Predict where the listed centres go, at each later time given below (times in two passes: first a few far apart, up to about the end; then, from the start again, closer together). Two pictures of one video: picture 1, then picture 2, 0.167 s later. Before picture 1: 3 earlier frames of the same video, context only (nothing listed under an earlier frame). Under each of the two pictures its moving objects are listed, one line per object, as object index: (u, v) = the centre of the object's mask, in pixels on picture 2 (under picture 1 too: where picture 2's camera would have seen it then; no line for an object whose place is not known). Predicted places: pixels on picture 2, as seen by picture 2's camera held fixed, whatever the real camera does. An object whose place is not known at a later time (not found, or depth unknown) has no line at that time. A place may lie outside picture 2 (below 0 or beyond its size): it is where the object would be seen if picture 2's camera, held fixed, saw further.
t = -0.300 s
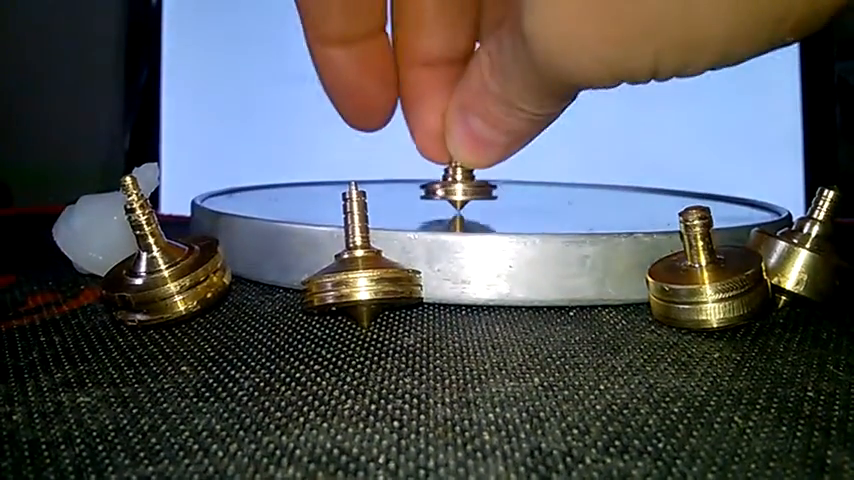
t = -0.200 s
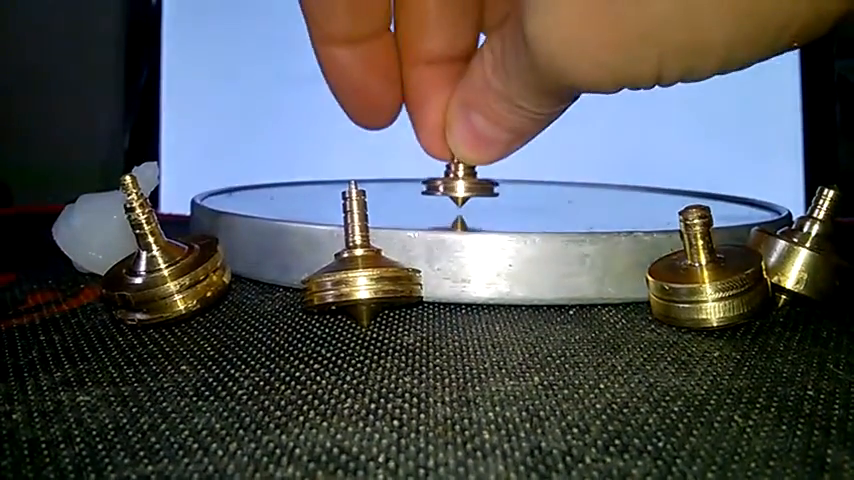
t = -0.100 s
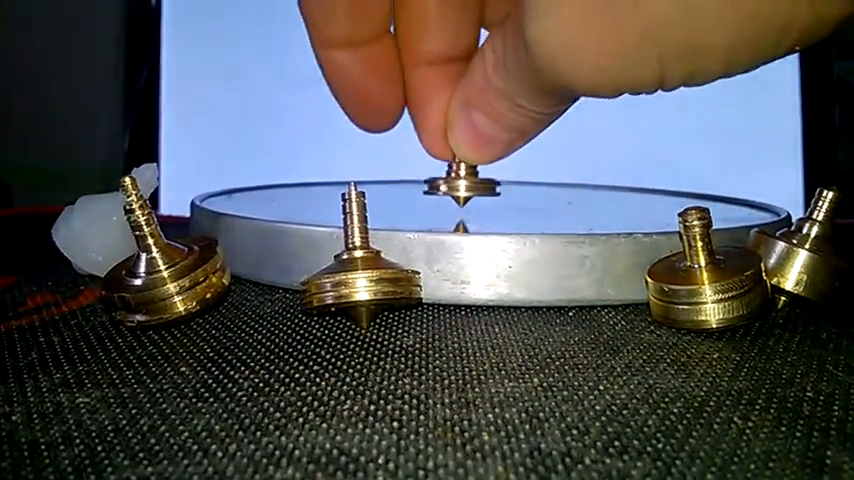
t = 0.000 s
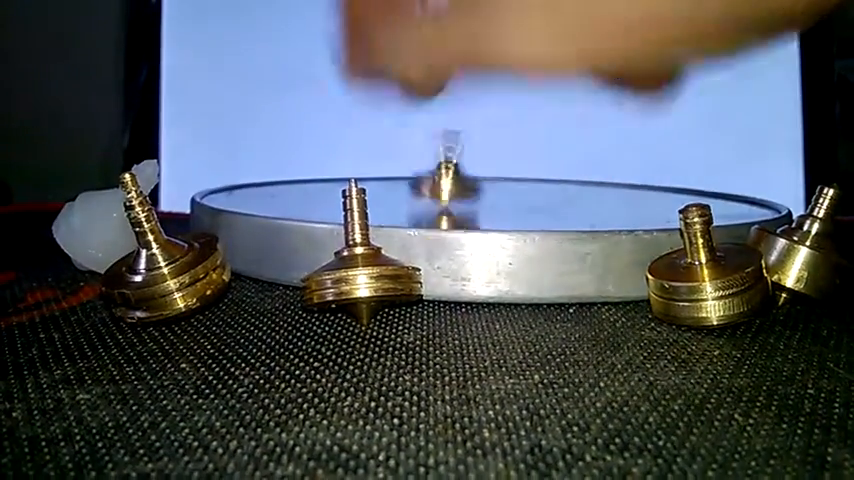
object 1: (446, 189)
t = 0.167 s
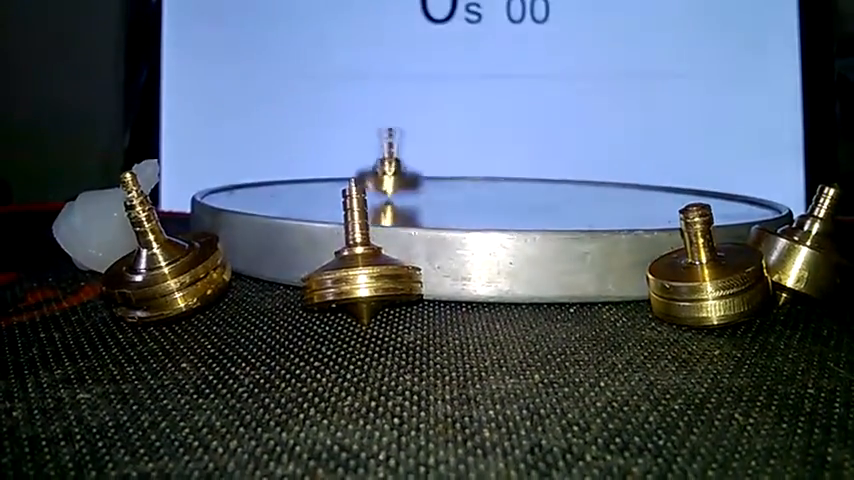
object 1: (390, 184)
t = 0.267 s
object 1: (359, 165)
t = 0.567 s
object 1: (340, 176)
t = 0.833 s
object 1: (331, 179)
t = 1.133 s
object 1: (323, 181)
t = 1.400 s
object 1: (322, 180)
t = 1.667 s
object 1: (320, 181)
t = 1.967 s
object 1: (314, 181)
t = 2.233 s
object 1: (308, 181)
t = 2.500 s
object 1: (307, 180)
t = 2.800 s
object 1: (309, 180)
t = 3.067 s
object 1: (306, 180)
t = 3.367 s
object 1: (300, 180)
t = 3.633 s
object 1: (300, 179)
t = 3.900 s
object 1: (304, 179)
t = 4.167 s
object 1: (306, 178)
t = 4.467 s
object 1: (303, 178)
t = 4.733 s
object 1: (302, 177)
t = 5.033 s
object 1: (309, 176)
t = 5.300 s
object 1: (314, 177)
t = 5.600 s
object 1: (314, 177)
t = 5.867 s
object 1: (315, 177)
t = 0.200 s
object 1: (382, 180)
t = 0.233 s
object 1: (372, 177)
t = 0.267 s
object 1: (359, 165)
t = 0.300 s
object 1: (348, 173)
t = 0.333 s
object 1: (345, 175)
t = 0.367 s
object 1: (345, 175)
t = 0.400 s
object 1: (344, 176)
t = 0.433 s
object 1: (343, 176)
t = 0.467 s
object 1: (343, 176)
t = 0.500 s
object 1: (342, 176)
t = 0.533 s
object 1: (341, 176)
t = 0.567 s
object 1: (340, 176)
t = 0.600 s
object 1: (339, 177)
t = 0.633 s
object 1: (338, 177)
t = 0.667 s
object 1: (337, 177)
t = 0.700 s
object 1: (336, 178)
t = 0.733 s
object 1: (335, 178)
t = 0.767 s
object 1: (334, 179)
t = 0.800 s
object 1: (332, 179)
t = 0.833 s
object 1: (331, 179)
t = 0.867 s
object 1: (330, 180)
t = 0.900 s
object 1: (329, 179)
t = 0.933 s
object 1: (328, 180)
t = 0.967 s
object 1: (327, 180)
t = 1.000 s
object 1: (326, 180)
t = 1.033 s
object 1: (325, 181)
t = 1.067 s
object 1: (324, 181)
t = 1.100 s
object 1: (323, 181)
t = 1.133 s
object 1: (323, 181)
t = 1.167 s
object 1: (322, 180)
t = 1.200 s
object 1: (322, 181)
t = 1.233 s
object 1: (322, 180)
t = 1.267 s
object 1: (322, 180)
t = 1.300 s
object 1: (322, 180)
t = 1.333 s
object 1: (322, 180)
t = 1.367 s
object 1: (322, 180)
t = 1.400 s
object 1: (322, 180)
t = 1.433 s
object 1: (322, 180)
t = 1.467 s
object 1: (321, 180)
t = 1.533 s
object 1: (321, 181)
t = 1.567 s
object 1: (321, 181)
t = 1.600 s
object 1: (321, 181)
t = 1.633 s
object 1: (320, 181)
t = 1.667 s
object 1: (320, 181)
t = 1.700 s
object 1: (319, 181)
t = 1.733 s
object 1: (319, 181)
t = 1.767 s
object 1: (318, 181)
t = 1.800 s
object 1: (318, 181)
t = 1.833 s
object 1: (317, 181)
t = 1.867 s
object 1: (316, 181)
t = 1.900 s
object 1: (316, 181)
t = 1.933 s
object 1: (315, 181)
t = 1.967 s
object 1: (314, 181)
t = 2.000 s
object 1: (313, 181)
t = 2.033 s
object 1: (312, 181)
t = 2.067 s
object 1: (311, 181)
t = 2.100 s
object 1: (311, 181)
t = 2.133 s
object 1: (310, 181)
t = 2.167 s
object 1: (309, 181)
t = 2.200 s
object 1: (308, 181)
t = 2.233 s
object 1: (308, 181)
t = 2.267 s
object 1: (307, 180)
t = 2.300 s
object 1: (307, 180)
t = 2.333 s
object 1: (306, 180)
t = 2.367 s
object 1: (306, 180)
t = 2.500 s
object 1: (307, 180)
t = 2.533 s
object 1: (307, 180)
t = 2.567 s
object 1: (307, 180)
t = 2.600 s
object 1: (308, 180)
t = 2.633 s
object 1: (308, 180)
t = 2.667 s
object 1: (308, 180)
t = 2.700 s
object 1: (308, 180)
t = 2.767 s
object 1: (309, 180)
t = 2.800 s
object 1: (309, 180)
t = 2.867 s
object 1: (308, 180)
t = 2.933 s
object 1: (308, 180)
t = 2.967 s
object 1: (308, 180)
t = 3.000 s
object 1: (307, 180)
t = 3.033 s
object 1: (307, 180)
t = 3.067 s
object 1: (306, 180)
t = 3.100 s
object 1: (306, 180)
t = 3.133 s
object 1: (305, 180)
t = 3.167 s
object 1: (304, 180)
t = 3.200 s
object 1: (304, 180)
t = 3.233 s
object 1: (303, 180)
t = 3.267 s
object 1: (302, 180)
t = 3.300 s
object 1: (302, 180)
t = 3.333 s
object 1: (301, 180)
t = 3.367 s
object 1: (300, 180)
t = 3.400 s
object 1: (300, 179)
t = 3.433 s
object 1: (299, 179)
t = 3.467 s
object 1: (299, 179)
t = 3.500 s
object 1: (299, 179)
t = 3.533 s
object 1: (299, 179)
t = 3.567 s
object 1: (299, 179)
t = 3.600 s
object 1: (299, 179)
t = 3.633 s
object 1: (300, 179)
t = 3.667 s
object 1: (300, 179)
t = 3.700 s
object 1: (301, 179)
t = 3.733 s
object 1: (301, 179)
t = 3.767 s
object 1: (302, 179)
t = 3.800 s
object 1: (303, 179)
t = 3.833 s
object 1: (303, 179)
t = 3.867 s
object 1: (304, 179)
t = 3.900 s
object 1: (304, 179)
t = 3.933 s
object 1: (305, 178)
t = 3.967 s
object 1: (305, 179)
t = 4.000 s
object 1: (305, 178)
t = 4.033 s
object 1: (306, 178)
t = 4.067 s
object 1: (306, 178)
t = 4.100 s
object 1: (306, 178)
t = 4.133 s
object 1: (306, 178)
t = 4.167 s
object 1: (306, 178)
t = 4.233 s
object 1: (306, 178)
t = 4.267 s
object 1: (305, 178)
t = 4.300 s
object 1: (305, 178)
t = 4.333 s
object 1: (304, 178)
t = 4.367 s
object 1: (304, 178)
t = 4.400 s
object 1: (304, 178)
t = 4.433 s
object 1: (303, 178)
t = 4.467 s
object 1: (303, 178)
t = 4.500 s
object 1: (302, 178)
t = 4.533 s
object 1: (302, 178)
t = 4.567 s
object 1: (302, 178)
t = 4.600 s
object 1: (302, 178)
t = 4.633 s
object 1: (302, 178)
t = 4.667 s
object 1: (302, 178)
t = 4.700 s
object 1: (302, 178)
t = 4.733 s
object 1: (302, 177)
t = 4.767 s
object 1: (302, 176)
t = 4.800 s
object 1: (303, 176)
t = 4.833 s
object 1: (303, 176)
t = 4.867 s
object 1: (304, 176)
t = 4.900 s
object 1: (305, 177)
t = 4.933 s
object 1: (306, 176)
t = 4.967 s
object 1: (307, 177)
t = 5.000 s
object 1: (308, 176)
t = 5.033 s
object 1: (309, 176)
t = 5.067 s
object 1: (309, 177)
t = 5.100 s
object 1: (310, 177)
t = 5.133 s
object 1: (311, 177)
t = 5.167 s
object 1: (312, 176)
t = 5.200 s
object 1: (312, 177)
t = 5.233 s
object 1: (313, 177)
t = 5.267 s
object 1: (313, 177)
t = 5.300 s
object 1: (314, 177)
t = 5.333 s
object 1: (314, 177)
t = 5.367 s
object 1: (314, 177)
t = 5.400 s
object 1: (314, 177)
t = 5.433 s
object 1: (315, 177)
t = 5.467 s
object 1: (315, 177)
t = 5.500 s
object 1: (315, 176)
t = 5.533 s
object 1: (315, 176)
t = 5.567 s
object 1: (314, 177)
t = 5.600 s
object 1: (314, 177)
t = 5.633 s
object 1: (314, 177)
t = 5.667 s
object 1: (314, 176)
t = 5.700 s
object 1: (314, 176)
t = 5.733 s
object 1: (314, 176)
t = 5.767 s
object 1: (314, 177)
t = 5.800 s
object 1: (314, 176)
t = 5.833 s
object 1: (315, 177)
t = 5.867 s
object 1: (315, 177)
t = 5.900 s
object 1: (315, 177)
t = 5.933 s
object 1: (316, 177)
